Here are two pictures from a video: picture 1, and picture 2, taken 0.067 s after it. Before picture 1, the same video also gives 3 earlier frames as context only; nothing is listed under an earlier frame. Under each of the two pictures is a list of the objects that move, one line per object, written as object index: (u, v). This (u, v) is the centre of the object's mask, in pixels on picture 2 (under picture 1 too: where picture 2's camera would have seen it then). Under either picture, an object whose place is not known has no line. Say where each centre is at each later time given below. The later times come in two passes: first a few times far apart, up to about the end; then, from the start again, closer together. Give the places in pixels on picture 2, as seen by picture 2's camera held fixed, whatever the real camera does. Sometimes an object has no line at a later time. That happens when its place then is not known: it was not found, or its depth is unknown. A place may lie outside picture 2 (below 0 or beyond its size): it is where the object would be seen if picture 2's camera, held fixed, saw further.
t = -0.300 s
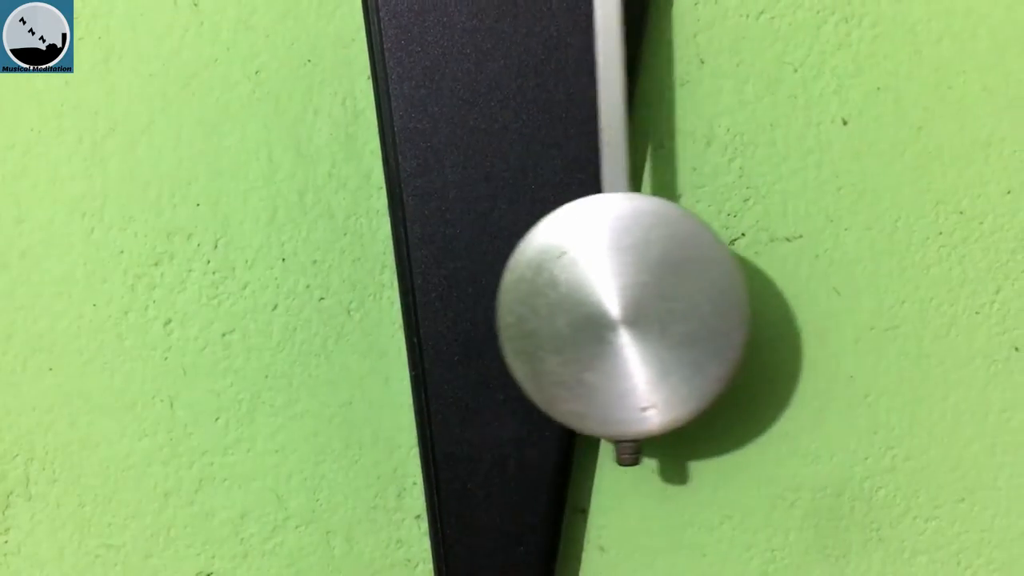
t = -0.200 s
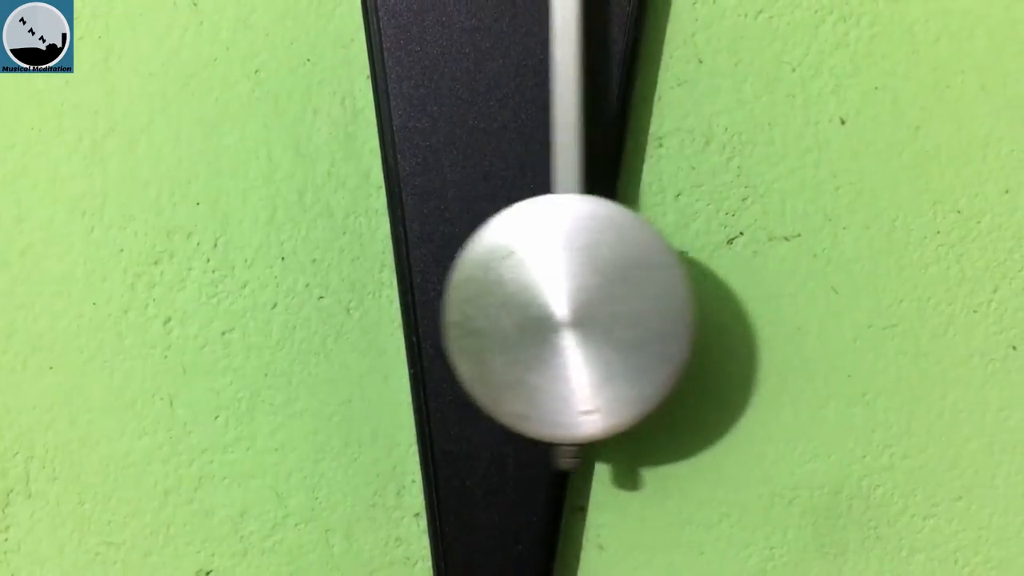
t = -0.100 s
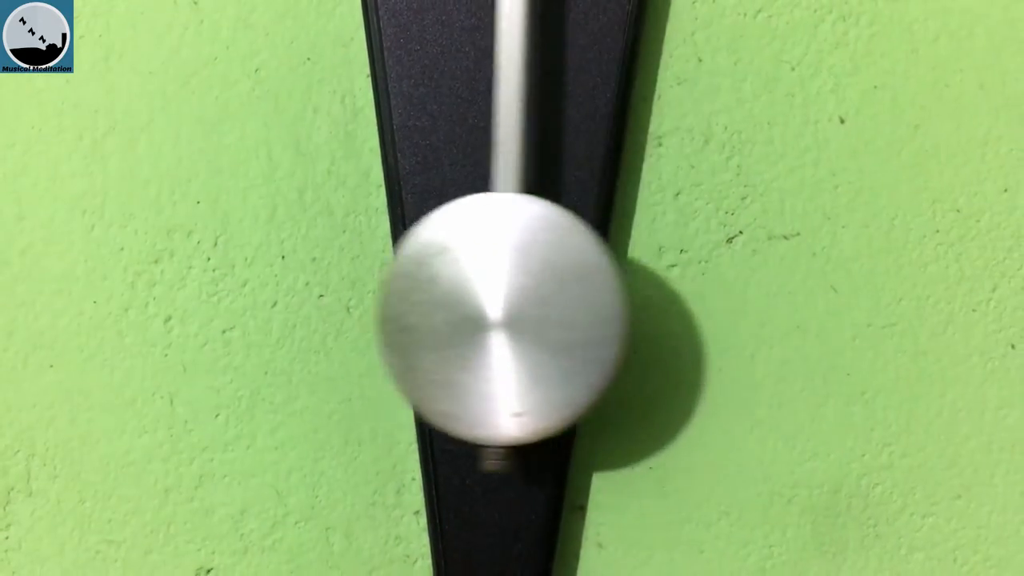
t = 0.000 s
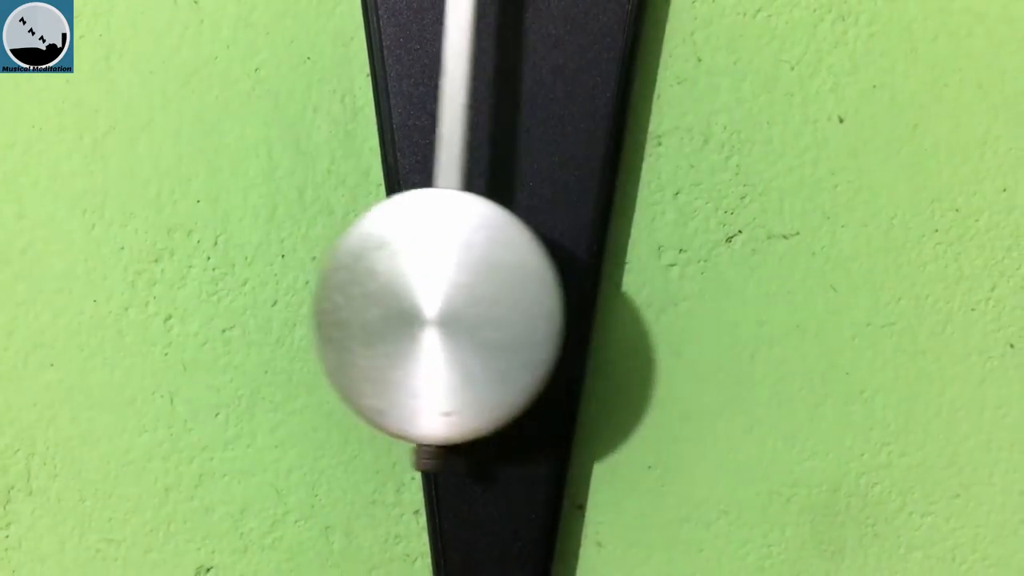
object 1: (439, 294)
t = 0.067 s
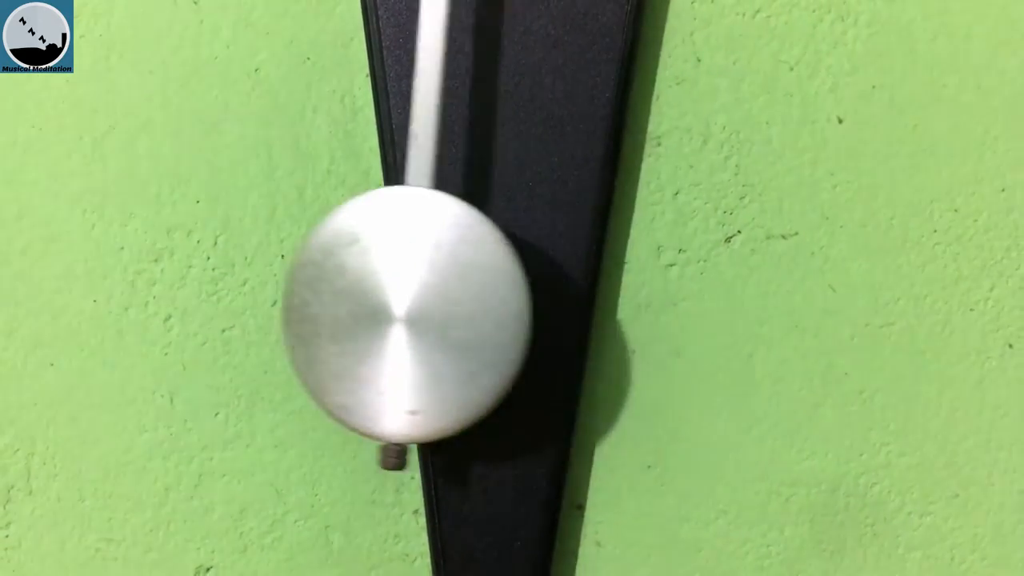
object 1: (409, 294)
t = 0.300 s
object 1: (426, 292)
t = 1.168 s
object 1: (438, 293)
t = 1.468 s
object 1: (420, 288)
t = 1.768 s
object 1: (602, 293)
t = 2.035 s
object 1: (624, 294)
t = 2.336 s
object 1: (450, 287)
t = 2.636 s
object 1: (425, 289)
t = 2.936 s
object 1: (598, 295)
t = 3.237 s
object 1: (605, 290)
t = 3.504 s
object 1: (451, 286)
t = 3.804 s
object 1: (420, 293)
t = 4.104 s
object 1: (592, 292)
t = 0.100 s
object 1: (398, 294)
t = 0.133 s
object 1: (392, 294)
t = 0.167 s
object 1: (391, 294)
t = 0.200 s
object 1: (393, 294)
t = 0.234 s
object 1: (400, 294)
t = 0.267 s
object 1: (411, 294)
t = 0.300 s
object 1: (426, 292)
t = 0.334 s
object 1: (443, 292)
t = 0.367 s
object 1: (463, 291)
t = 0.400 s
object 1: (484, 291)
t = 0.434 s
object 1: (506, 291)
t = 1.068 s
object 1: (501, 295)
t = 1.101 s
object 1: (479, 295)
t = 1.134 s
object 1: (458, 294)
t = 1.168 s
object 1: (438, 293)
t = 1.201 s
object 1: (421, 293)
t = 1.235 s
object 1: (407, 292)
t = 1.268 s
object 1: (397, 291)
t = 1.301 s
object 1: (391, 291)
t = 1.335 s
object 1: (389, 290)
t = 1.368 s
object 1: (391, 290)
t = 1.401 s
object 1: (397, 288)
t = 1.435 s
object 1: (407, 288)
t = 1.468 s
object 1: (420, 288)
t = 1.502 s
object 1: (437, 288)
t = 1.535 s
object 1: (455, 289)
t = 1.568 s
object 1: (476, 289)
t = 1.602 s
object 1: (498, 290)
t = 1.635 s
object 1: (519, 291)
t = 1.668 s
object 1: (541, 292)
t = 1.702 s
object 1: (563, 292)
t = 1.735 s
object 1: (583, 292)
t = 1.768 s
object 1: (602, 293)
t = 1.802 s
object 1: (618, 293)
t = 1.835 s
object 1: (631, 294)
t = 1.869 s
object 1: (640, 294)
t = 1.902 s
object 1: (646, 294)
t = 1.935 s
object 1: (646, 295)
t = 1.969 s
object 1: (643, 294)
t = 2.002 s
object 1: (635, 295)
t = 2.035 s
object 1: (624, 294)
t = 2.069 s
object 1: (609, 294)
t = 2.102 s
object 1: (591, 293)
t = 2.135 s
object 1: (572, 291)
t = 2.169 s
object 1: (551, 292)
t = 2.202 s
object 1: (529, 291)
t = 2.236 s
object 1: (509, 290)
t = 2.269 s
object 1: (487, 289)
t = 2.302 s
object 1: (468, 288)
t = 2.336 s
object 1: (450, 287)
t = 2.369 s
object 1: (433, 287)
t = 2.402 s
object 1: (420, 286)
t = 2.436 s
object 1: (410, 286)
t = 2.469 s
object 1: (403, 287)
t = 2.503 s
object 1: (400, 287)
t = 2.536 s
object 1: (401, 287)
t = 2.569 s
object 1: (405, 288)
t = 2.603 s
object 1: (413, 289)
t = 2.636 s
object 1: (425, 289)
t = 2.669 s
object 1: (440, 290)
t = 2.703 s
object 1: (457, 292)
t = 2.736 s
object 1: (476, 292)
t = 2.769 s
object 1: (497, 293)
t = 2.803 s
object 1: (518, 292)
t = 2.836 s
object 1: (538, 295)
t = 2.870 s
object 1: (560, 295)
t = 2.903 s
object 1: (580, 295)
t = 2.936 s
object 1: (598, 295)
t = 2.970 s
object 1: (614, 294)
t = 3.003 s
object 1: (626, 295)
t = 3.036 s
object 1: (635, 294)
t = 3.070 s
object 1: (639, 294)
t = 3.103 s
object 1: (640, 293)
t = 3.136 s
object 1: (637, 292)
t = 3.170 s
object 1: (630, 292)
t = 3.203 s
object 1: (619, 291)
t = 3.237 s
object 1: (605, 290)
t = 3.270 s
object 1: (588, 290)
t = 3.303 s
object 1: (570, 289)
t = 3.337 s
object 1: (550, 289)
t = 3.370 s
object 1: (529, 289)
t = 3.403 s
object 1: (510, 288)
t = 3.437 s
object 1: (490, 287)
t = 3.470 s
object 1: (470, 287)
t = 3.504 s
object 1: (451, 286)
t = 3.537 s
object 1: (434, 287)
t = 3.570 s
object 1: (420, 288)
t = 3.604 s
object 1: (408, 289)
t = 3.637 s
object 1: (401, 289)
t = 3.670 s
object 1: (397, 290)
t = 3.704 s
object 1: (397, 291)
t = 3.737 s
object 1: (400, 291)
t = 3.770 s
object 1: (408, 292)
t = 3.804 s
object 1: (420, 293)
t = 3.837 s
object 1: (435, 292)
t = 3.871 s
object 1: (453, 292)
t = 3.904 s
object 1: (472, 293)
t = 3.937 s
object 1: (493, 293)
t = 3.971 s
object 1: (514, 293)
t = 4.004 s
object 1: (534, 293)
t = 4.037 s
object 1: (555, 294)
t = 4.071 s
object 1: (574, 293)
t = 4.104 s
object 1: (592, 292)
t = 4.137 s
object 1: (607, 292)
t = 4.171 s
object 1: (620, 291)
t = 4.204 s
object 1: (629, 292)
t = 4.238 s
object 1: (634, 291)
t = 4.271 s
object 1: (635, 291)
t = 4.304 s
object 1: (634, 291)
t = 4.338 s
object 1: (627, 290)
